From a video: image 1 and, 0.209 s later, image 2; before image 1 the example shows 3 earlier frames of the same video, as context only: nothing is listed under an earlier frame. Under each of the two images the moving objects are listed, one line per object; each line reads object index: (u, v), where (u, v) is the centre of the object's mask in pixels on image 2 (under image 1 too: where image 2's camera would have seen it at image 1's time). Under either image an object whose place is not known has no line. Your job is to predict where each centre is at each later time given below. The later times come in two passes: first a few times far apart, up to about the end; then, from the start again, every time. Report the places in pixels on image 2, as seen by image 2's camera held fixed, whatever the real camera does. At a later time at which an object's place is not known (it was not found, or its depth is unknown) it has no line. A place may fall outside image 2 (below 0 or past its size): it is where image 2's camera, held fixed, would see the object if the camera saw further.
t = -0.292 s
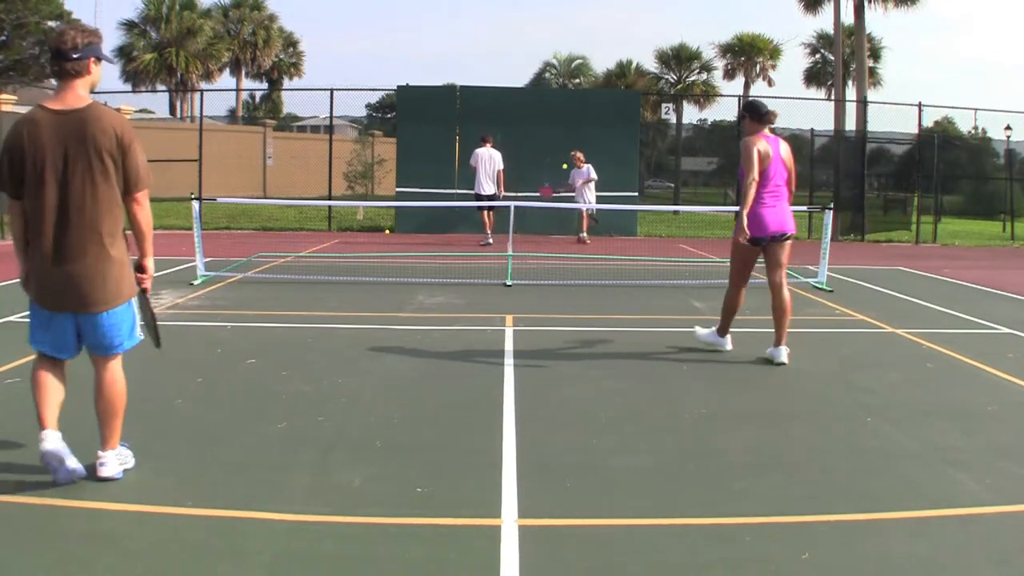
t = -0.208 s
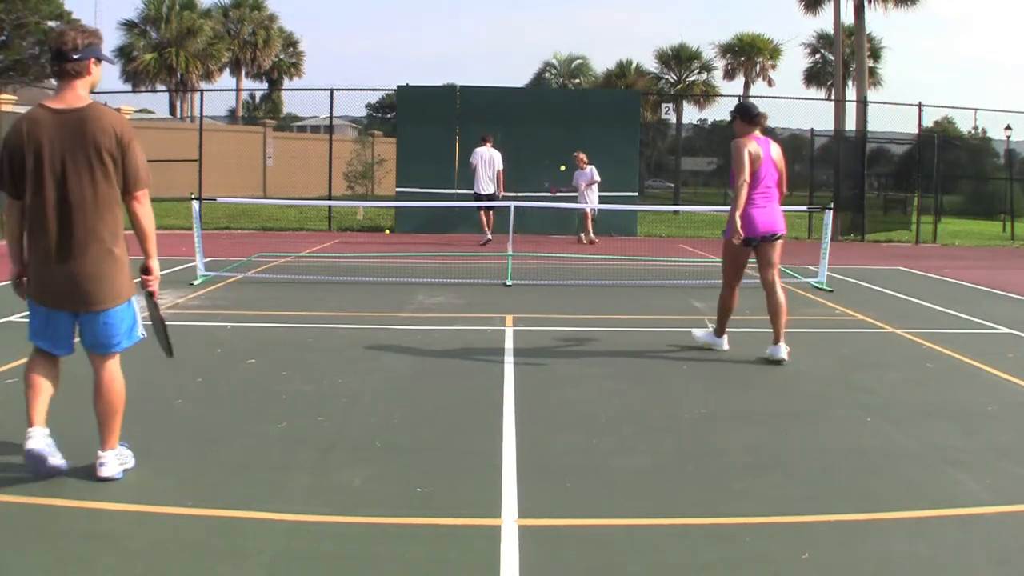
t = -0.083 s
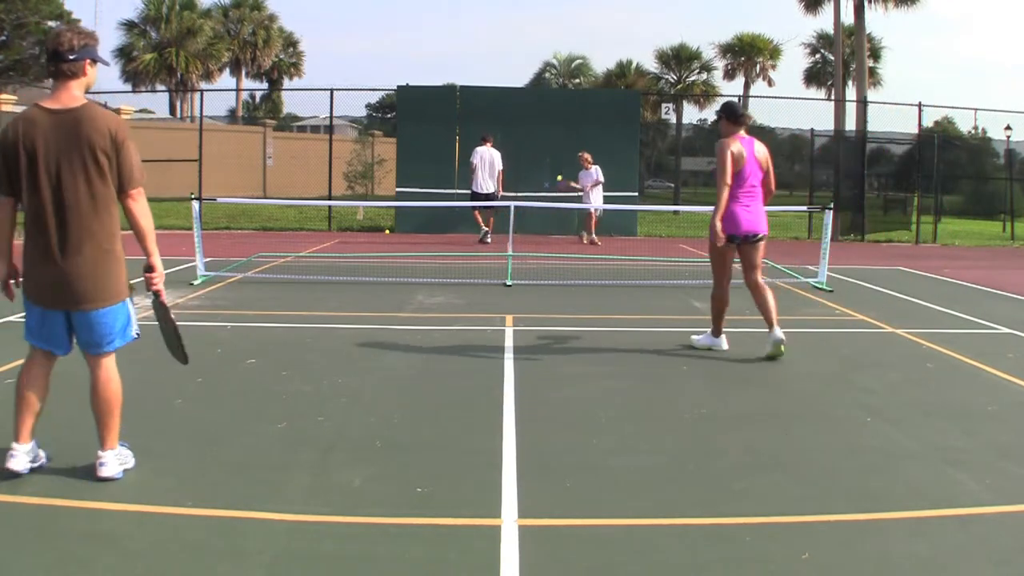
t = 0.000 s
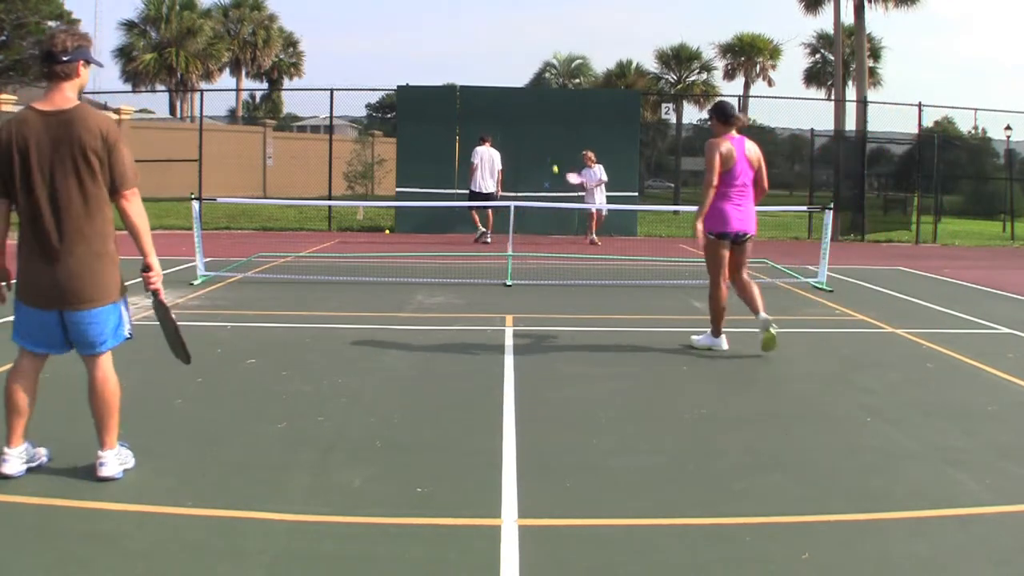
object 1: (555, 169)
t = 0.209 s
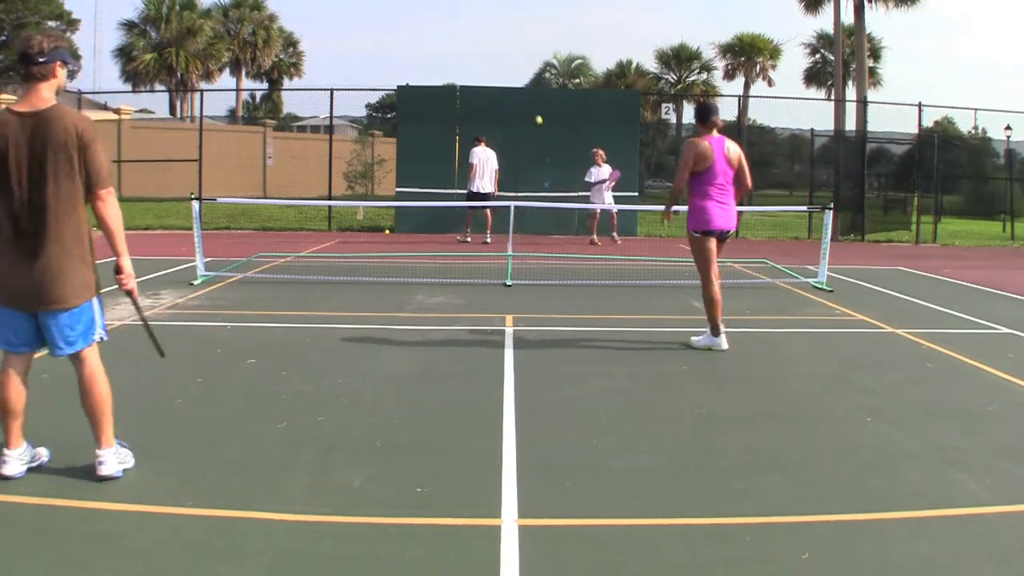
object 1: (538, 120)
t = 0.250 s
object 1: (534, 112)
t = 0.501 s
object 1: (503, 87)
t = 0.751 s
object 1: (458, 120)
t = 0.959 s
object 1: (394, 237)
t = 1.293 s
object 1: (242, 295)
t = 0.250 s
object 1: (534, 112)
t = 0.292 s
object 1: (530, 105)
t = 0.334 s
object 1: (525, 99)
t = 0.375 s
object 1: (520, 94)
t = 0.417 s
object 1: (515, 90)
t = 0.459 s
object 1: (509, 88)
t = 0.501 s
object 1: (503, 87)
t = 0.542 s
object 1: (497, 88)
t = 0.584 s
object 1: (490, 89)
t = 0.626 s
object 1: (483, 93)
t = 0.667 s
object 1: (475, 99)
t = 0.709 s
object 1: (467, 108)
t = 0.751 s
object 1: (458, 120)
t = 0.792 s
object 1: (447, 135)
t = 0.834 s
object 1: (436, 154)
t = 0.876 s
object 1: (423, 177)
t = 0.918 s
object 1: (410, 205)
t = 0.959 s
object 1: (394, 237)
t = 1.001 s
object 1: (377, 278)
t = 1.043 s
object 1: (358, 325)
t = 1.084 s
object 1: (337, 379)
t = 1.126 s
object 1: (319, 370)
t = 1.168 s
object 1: (301, 347)
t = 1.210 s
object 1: (284, 328)
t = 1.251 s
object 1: (264, 310)
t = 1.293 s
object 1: (242, 295)
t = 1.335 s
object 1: (220, 284)
